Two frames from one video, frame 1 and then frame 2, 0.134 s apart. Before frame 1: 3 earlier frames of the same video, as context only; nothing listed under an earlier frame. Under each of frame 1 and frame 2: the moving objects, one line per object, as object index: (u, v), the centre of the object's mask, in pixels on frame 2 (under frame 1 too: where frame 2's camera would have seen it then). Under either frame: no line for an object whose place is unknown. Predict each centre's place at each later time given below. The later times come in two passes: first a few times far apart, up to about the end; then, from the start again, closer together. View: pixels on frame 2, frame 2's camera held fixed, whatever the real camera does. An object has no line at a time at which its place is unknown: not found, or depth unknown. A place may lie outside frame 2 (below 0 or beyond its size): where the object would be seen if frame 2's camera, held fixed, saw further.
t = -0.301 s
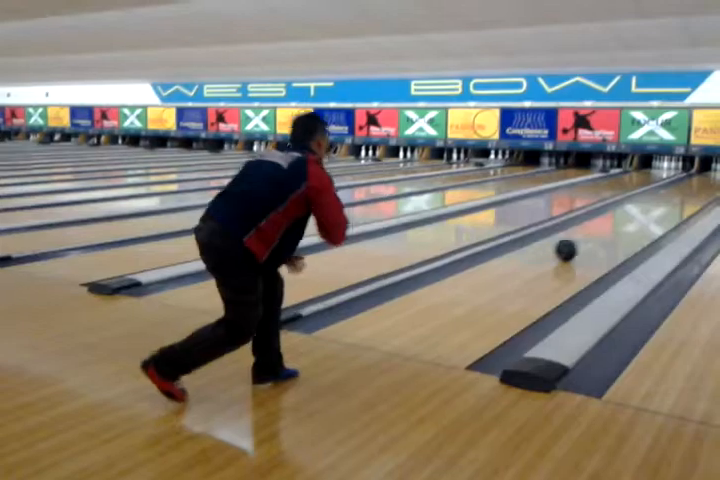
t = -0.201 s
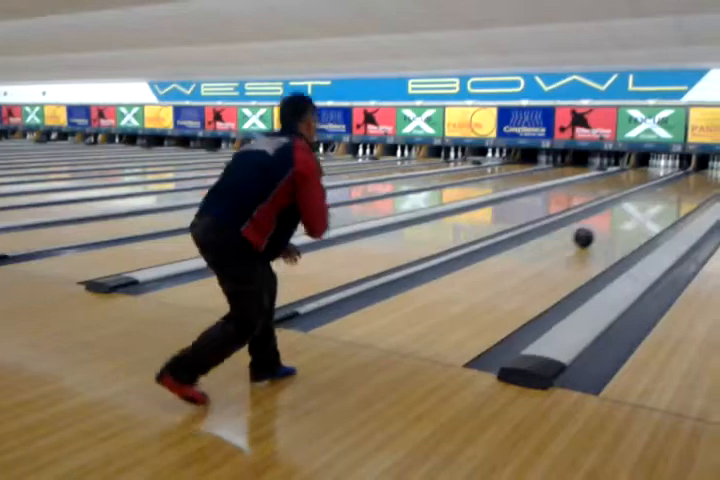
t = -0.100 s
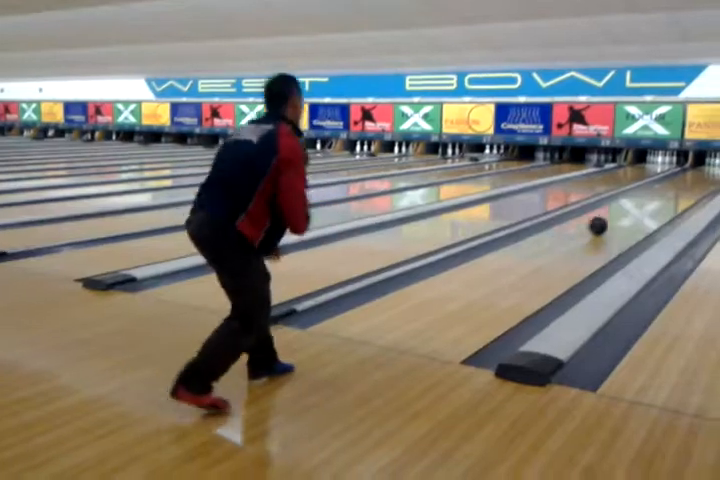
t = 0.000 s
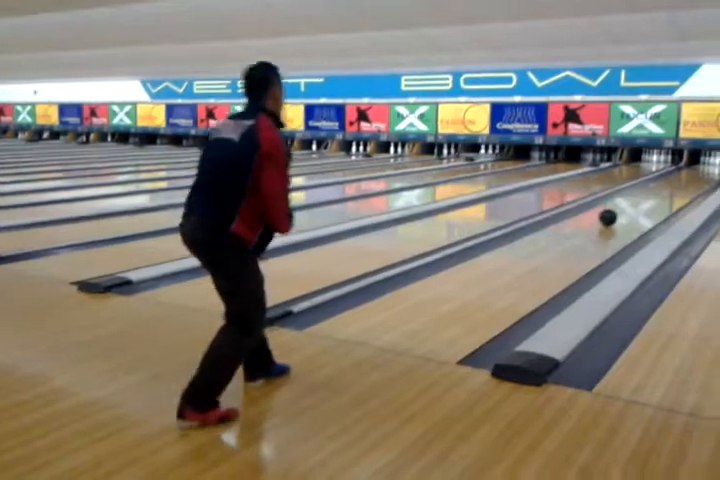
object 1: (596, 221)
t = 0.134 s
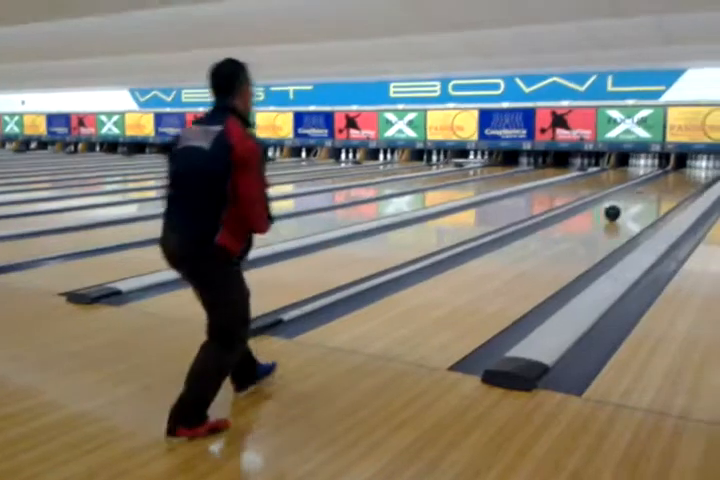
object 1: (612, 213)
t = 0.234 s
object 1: (622, 207)
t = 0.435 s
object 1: (640, 197)
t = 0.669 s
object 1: (654, 189)
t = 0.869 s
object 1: (666, 183)
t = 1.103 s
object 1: (675, 179)
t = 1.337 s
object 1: (684, 173)
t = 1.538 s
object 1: (689, 170)
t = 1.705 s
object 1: (694, 167)
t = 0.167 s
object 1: (615, 211)
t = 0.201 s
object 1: (619, 209)
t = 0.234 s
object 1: (622, 207)
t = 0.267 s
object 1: (625, 205)
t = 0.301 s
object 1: (628, 204)
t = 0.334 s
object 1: (632, 202)
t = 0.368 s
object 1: (635, 200)
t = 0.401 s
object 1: (637, 198)
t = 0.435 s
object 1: (640, 197)
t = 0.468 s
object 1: (642, 196)
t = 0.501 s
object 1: (644, 195)
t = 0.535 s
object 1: (646, 193)
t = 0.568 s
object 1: (649, 192)
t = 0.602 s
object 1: (650, 191)
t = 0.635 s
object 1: (652, 190)
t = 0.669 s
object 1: (654, 189)
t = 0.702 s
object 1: (657, 188)
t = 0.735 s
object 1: (659, 187)
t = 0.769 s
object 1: (661, 186)
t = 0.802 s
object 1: (662, 185)
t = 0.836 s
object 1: (664, 184)
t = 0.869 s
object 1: (666, 183)
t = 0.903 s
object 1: (667, 183)
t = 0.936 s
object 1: (668, 182)
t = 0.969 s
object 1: (670, 181)
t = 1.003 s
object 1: (672, 180)
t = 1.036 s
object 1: (672, 180)
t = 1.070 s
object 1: (674, 179)
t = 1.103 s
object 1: (675, 179)
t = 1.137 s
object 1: (676, 179)
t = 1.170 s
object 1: (678, 178)
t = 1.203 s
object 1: (679, 177)
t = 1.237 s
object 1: (680, 176)
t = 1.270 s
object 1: (681, 176)
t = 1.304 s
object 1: (683, 174)
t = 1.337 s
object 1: (684, 173)
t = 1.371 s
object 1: (684, 173)
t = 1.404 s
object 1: (684, 173)
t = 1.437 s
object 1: (685, 173)
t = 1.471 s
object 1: (687, 172)
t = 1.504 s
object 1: (688, 171)
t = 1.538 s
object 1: (689, 170)
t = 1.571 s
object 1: (690, 170)
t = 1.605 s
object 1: (692, 168)
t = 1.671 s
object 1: (693, 167)
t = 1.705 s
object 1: (694, 167)
